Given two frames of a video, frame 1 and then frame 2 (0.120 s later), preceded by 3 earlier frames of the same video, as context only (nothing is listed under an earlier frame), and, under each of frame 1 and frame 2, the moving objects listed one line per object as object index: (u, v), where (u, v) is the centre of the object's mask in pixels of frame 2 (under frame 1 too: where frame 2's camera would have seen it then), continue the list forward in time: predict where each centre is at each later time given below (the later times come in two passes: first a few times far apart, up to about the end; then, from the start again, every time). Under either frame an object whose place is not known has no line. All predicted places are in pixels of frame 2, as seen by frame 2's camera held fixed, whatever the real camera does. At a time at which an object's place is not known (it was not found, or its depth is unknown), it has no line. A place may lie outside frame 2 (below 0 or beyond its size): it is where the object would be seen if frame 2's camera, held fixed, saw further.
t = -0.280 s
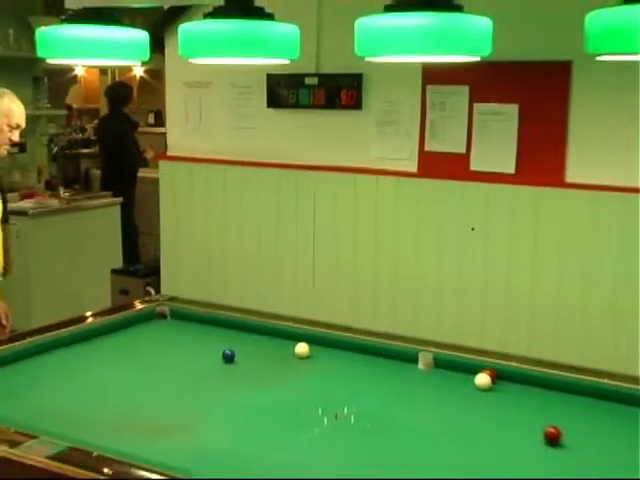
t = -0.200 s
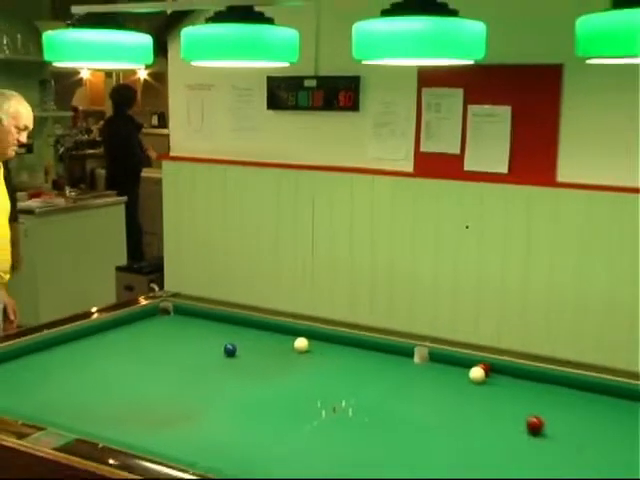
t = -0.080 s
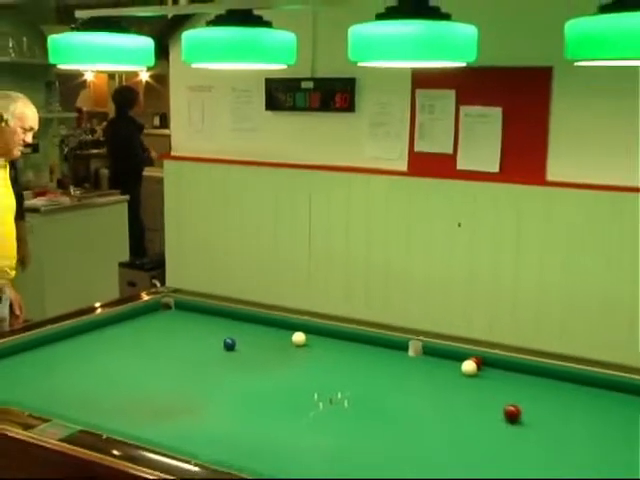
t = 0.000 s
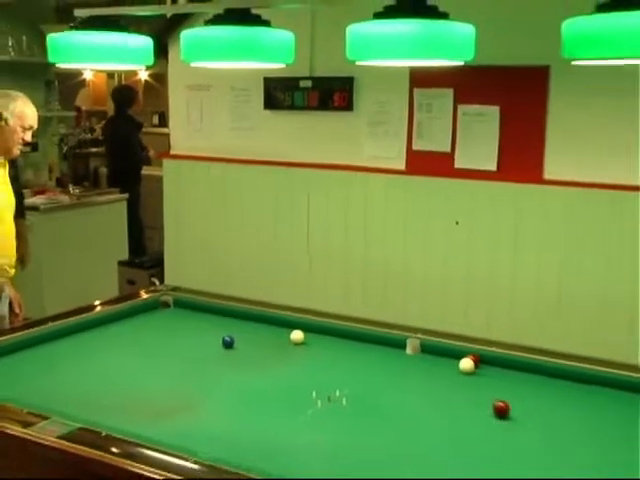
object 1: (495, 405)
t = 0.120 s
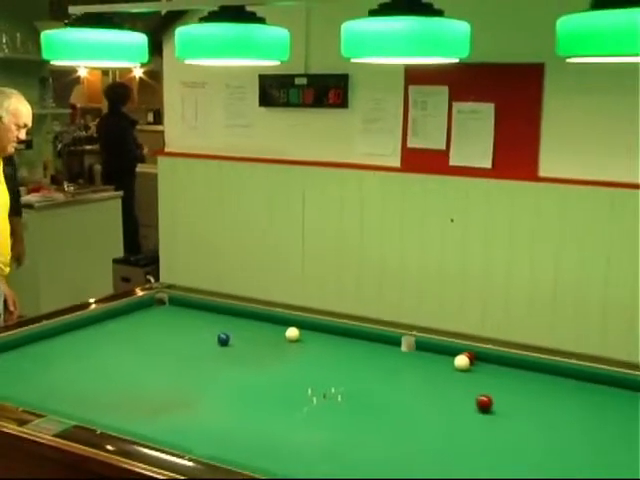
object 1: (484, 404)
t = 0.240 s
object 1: (473, 401)
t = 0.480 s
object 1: (452, 399)
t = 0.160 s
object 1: (480, 403)
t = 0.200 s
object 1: (477, 402)
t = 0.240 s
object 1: (473, 401)
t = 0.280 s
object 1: (470, 400)
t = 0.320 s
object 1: (466, 401)
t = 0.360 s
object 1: (462, 400)
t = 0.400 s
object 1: (459, 400)
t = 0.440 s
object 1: (455, 399)
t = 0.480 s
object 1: (452, 399)
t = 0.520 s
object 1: (449, 398)
